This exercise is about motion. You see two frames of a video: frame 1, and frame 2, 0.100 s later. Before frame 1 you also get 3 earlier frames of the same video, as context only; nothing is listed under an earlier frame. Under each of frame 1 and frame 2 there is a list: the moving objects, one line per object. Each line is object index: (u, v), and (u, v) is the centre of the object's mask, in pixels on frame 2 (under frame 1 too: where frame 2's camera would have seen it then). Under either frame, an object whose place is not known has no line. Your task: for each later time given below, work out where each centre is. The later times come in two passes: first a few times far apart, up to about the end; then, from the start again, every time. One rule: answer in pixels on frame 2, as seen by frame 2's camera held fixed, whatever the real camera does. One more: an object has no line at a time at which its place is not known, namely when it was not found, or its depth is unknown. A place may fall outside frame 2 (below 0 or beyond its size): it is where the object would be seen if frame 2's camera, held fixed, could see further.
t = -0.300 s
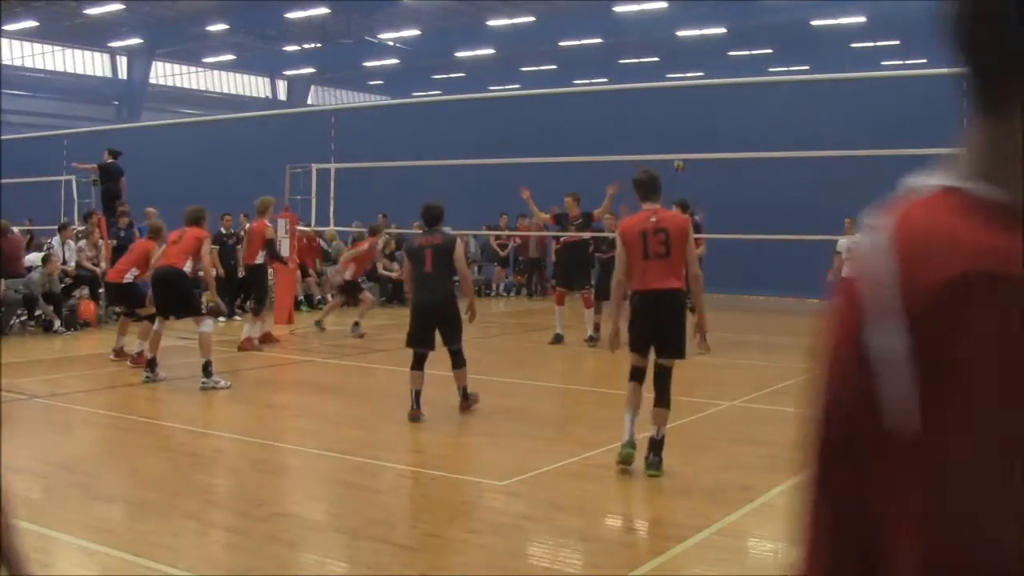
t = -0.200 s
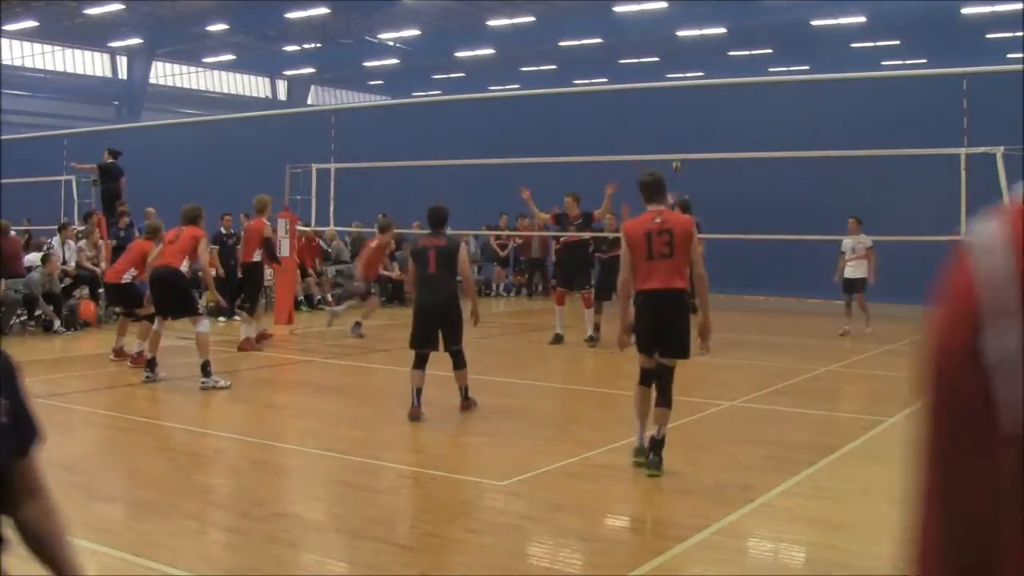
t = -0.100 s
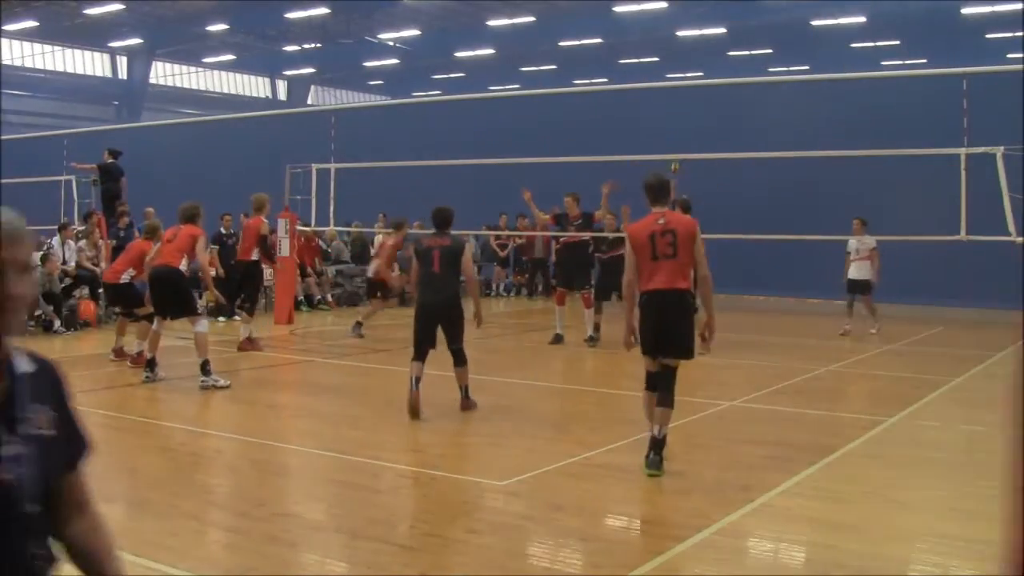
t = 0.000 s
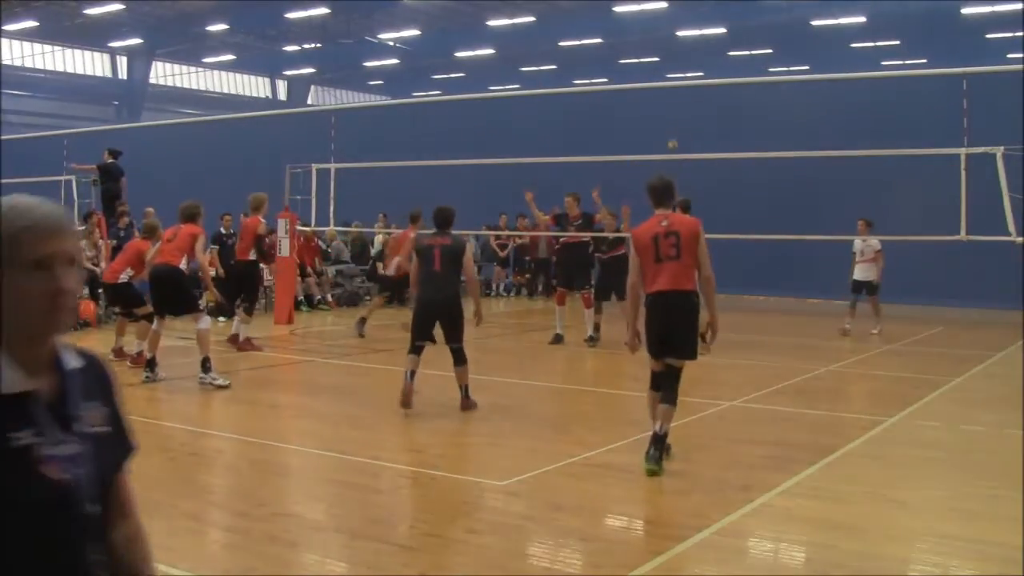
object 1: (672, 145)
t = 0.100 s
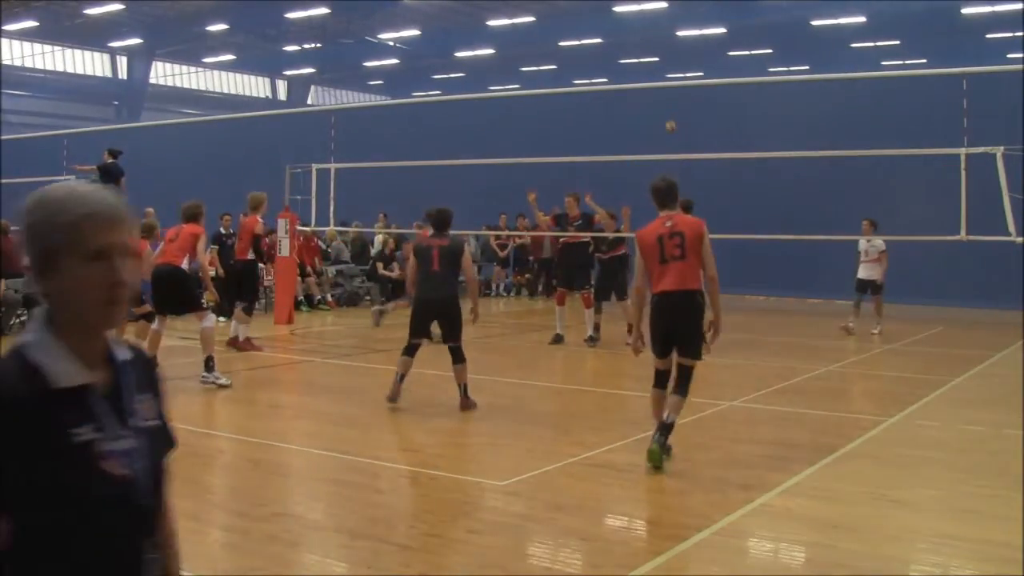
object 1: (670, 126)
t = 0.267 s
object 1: (661, 105)
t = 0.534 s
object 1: (646, 95)
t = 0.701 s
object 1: (632, 109)
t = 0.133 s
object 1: (668, 121)
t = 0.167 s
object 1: (667, 116)
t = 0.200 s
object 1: (665, 112)
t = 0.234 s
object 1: (663, 108)
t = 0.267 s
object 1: (661, 105)
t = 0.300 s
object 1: (660, 104)
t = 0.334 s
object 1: (658, 99)
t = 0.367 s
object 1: (655, 98)
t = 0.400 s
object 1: (653, 97)
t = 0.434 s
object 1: (651, 96)
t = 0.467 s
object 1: (649, 95)
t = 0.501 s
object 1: (648, 95)
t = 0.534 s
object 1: (646, 95)
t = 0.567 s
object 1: (644, 96)
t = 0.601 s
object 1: (641, 98)
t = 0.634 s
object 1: (638, 100)
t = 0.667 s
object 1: (635, 105)
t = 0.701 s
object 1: (632, 109)
